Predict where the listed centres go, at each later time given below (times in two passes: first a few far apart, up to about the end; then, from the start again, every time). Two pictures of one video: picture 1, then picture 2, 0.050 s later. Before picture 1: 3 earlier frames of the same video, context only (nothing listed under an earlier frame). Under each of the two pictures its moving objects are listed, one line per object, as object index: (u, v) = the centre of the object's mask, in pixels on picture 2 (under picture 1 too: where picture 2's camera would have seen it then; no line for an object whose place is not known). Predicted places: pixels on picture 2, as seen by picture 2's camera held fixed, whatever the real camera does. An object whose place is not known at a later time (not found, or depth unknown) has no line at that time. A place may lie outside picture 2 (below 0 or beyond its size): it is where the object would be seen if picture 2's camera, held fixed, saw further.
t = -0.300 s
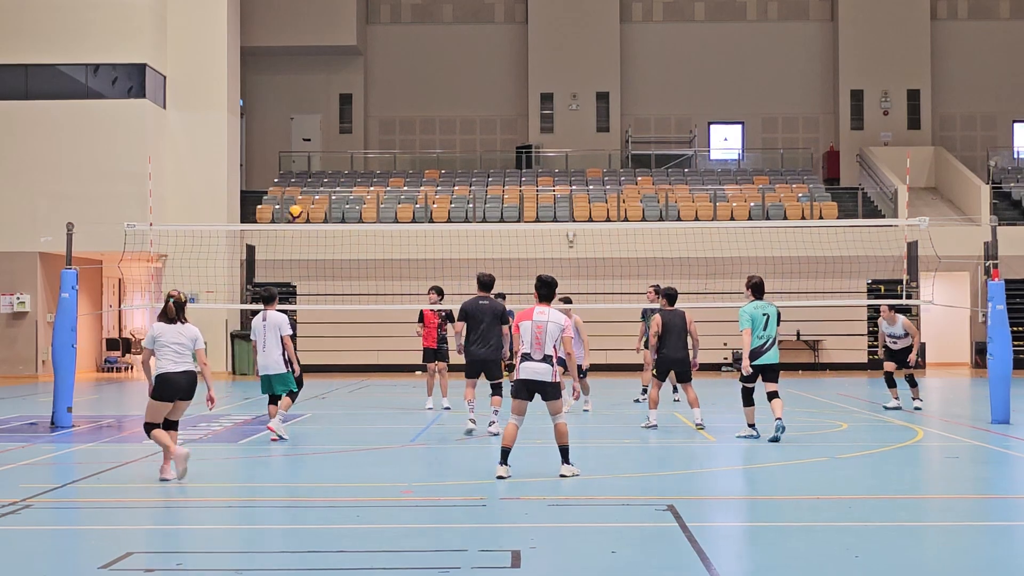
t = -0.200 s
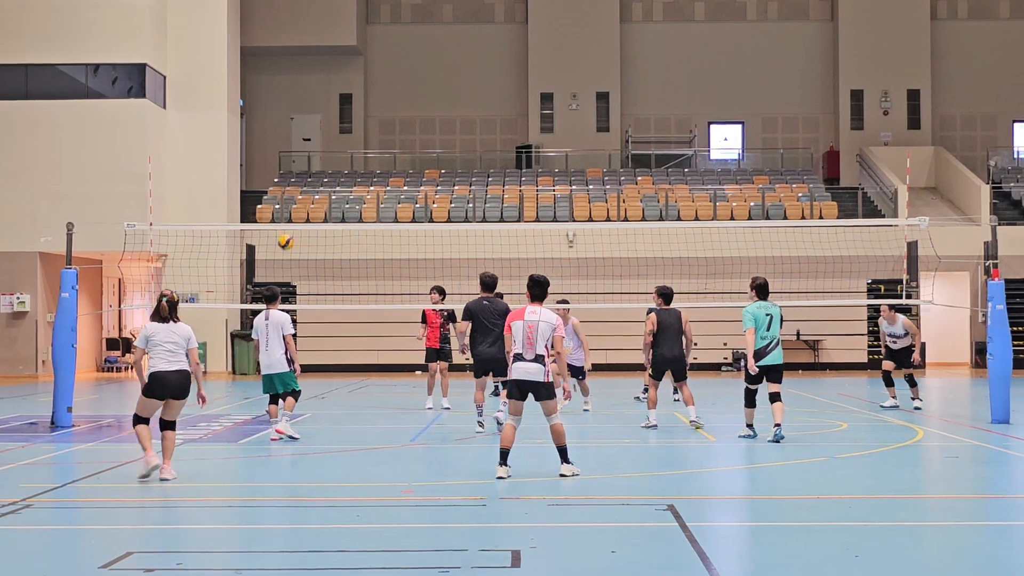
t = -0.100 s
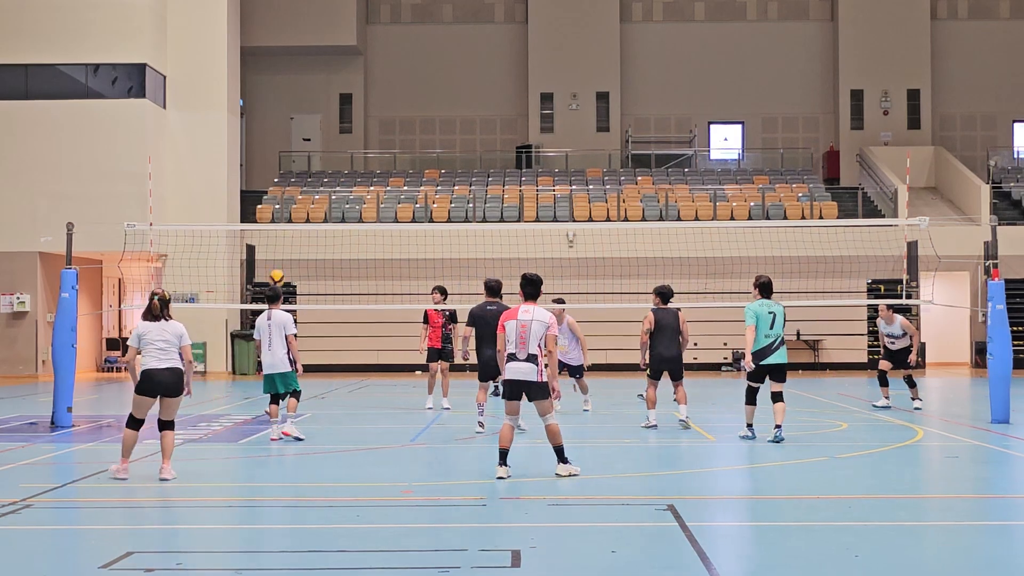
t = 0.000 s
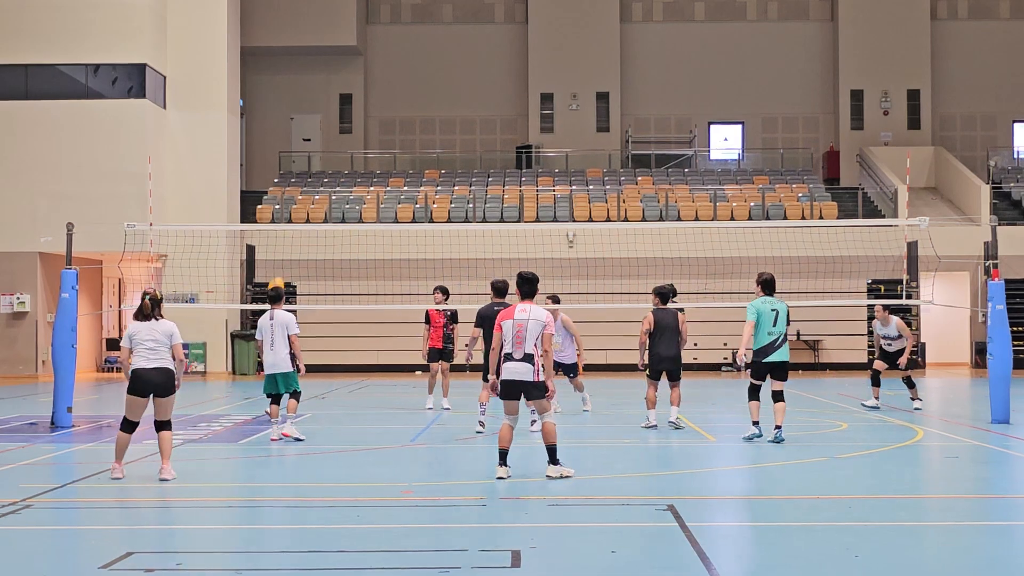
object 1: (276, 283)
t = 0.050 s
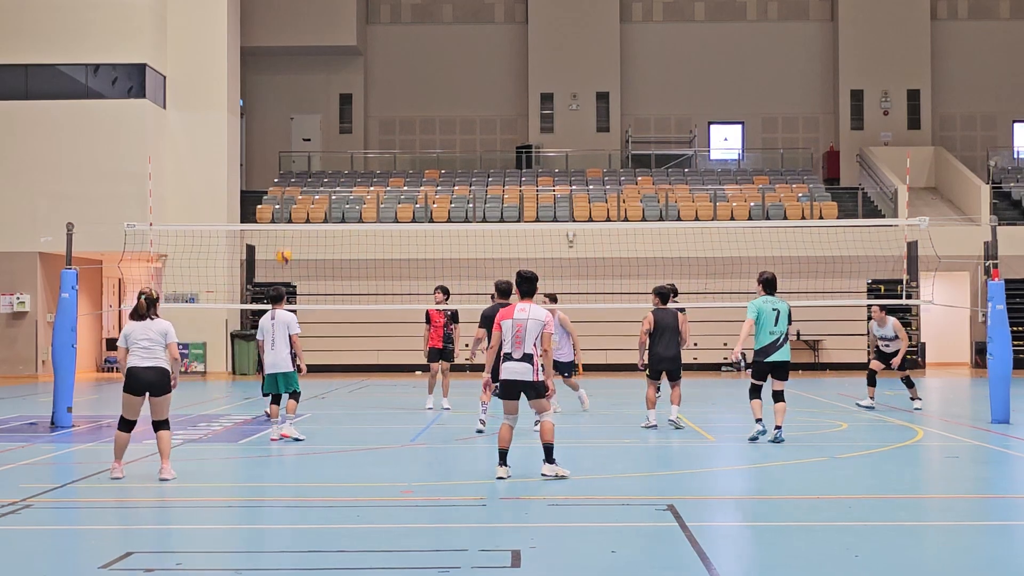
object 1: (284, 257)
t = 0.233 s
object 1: (314, 163)
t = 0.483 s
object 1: (355, 81)
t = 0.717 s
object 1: (392, 49)
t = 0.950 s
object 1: (429, 58)
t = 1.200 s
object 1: (468, 112)
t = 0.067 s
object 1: (287, 246)
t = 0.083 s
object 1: (289, 237)
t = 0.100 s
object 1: (292, 233)
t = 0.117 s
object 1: (295, 217)
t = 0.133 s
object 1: (298, 210)
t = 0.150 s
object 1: (300, 201)
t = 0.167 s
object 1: (303, 194)
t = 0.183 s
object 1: (306, 185)
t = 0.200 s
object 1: (308, 178)
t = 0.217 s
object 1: (311, 170)
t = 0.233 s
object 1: (314, 163)
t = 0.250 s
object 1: (316, 156)
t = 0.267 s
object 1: (320, 149)
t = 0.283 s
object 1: (322, 143)
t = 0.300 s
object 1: (325, 136)
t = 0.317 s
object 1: (328, 129)
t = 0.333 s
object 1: (330, 124)
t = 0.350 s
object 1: (333, 118)
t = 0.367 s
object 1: (336, 113)
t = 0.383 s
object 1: (339, 108)
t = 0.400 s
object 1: (342, 103)
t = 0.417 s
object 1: (344, 98)
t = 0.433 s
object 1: (347, 94)
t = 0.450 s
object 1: (350, 89)
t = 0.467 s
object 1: (352, 85)
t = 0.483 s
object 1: (355, 81)
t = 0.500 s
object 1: (358, 78)
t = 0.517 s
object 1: (360, 74)
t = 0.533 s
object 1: (363, 71)
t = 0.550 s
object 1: (366, 68)
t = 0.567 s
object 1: (368, 65)
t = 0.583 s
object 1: (371, 63)
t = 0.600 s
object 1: (374, 60)
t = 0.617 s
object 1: (376, 58)
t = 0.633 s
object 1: (379, 56)
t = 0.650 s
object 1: (382, 54)
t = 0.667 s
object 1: (384, 53)
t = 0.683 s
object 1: (387, 51)
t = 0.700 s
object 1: (390, 50)
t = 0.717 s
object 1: (392, 49)
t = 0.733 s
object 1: (395, 48)
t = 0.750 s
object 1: (398, 48)
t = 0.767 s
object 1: (400, 47)
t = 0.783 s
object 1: (403, 47)
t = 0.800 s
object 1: (405, 47)
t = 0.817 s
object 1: (408, 48)
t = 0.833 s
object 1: (411, 48)
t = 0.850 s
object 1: (413, 49)
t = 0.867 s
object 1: (416, 50)
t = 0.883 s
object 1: (419, 51)
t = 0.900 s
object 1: (421, 52)
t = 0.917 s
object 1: (424, 54)
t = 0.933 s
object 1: (427, 56)
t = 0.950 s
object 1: (429, 58)
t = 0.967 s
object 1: (432, 60)
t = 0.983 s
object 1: (435, 62)
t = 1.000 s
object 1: (437, 65)
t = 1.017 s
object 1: (440, 68)
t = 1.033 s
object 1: (442, 71)
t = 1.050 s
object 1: (445, 73)
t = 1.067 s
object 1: (447, 77)
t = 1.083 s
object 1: (450, 80)
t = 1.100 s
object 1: (453, 85)
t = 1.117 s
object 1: (455, 89)
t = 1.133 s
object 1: (458, 93)
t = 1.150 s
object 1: (460, 98)
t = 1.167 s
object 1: (463, 103)
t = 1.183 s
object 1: (465, 107)
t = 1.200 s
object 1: (468, 112)
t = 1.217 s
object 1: (470, 118)
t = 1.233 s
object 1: (473, 123)
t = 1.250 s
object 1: (475, 129)
